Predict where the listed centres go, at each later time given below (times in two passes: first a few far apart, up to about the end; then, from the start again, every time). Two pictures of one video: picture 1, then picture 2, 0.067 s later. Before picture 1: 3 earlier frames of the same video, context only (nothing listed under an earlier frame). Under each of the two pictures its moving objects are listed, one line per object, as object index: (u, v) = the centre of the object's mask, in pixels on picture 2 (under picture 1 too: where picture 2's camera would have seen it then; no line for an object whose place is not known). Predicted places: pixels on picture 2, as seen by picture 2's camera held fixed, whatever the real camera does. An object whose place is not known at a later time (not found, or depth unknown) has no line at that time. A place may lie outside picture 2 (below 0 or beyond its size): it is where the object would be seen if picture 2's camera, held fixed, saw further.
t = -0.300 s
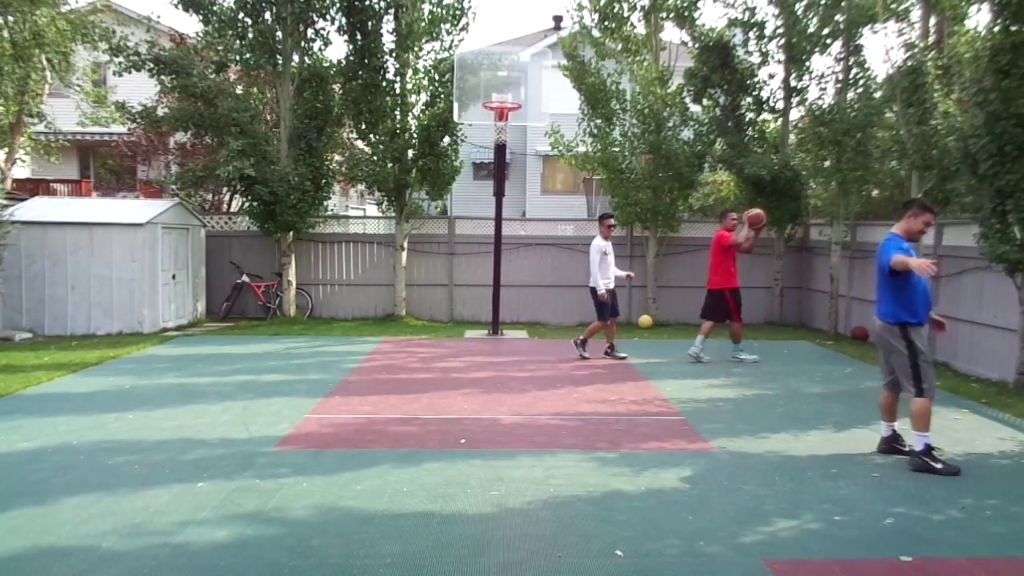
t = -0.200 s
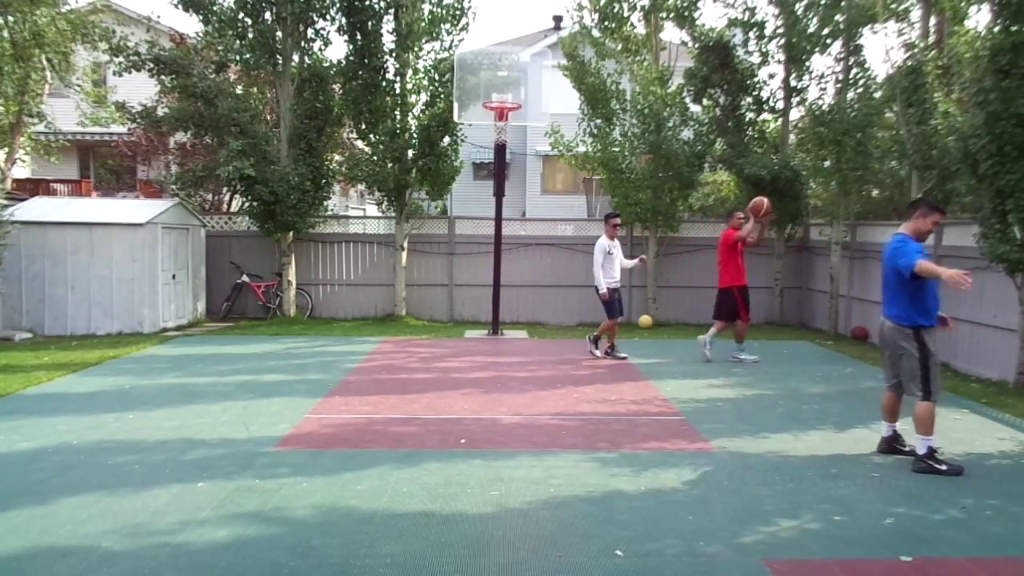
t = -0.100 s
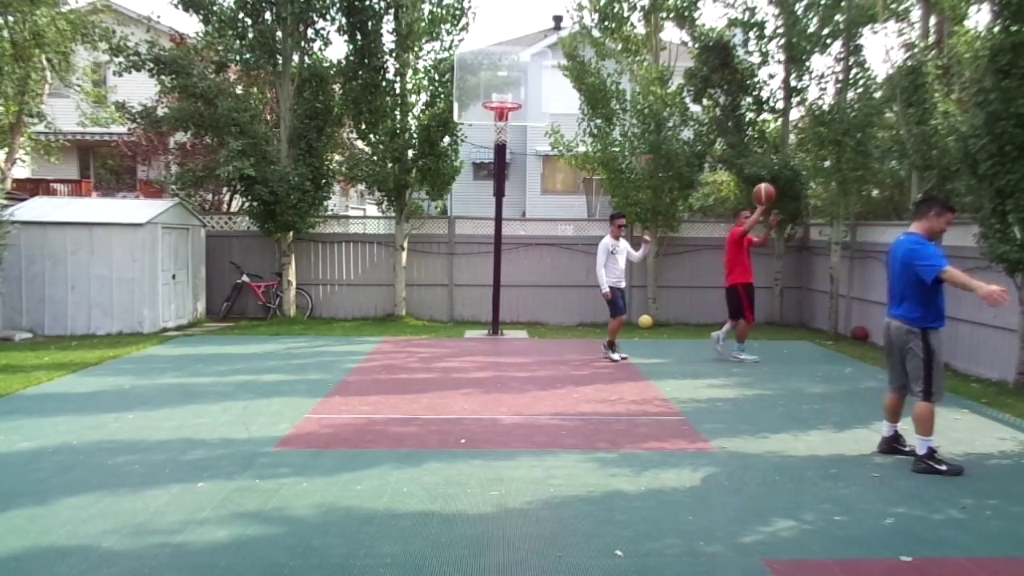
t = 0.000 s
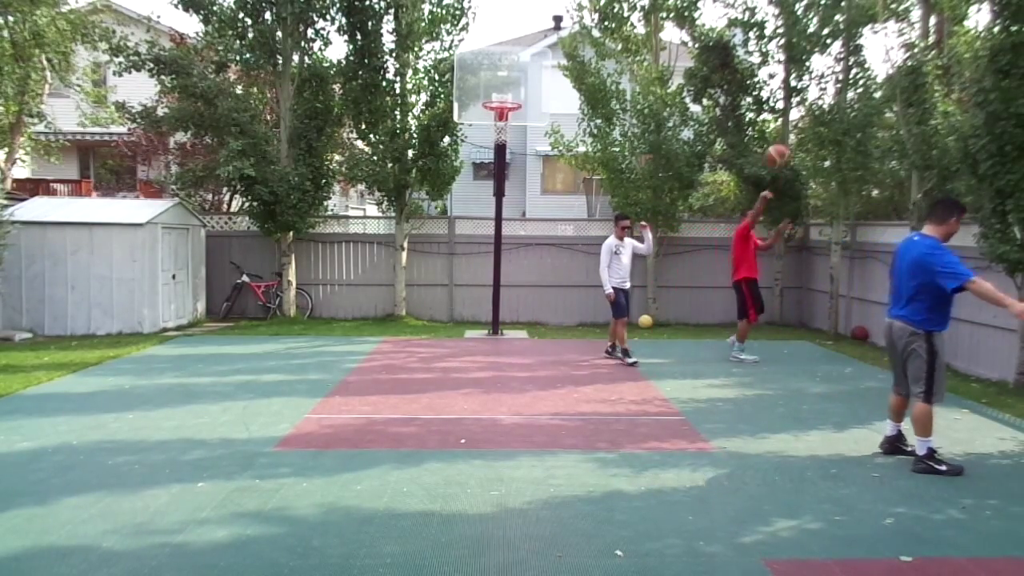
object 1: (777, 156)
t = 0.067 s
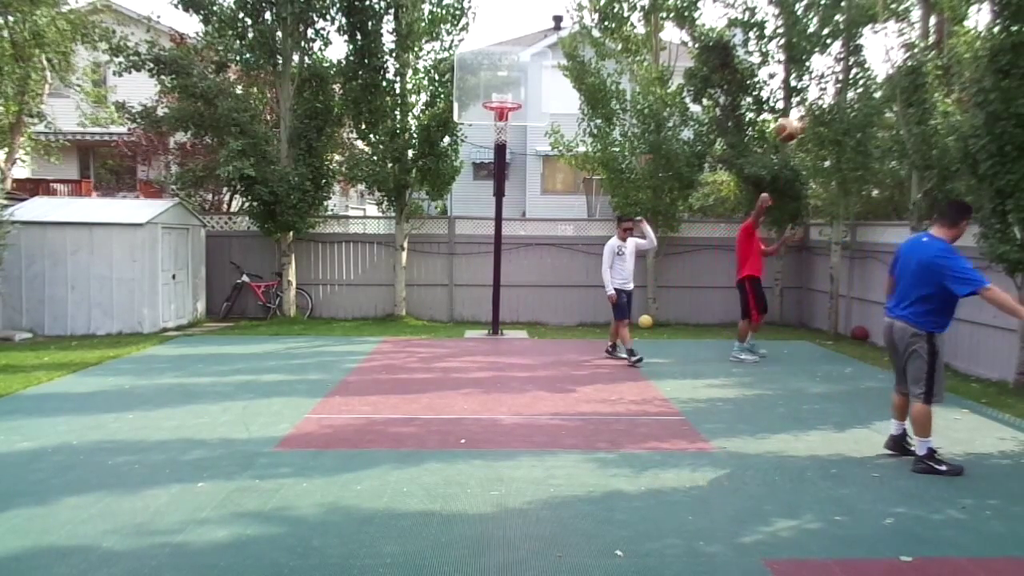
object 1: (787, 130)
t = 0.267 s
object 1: (823, 68)
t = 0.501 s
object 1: (875, 37)
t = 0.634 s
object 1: (915, 51)
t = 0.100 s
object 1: (794, 117)
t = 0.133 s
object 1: (798, 106)
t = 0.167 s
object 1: (805, 94)
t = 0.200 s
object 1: (810, 86)
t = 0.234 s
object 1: (818, 76)
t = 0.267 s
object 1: (823, 68)
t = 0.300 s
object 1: (831, 61)
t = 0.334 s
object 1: (838, 53)
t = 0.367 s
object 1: (845, 48)
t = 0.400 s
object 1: (851, 44)
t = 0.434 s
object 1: (859, 40)
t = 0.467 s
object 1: (867, 38)
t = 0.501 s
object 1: (875, 37)
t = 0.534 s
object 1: (886, 38)
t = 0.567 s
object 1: (894, 41)
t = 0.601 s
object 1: (904, 44)
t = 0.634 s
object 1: (915, 51)
